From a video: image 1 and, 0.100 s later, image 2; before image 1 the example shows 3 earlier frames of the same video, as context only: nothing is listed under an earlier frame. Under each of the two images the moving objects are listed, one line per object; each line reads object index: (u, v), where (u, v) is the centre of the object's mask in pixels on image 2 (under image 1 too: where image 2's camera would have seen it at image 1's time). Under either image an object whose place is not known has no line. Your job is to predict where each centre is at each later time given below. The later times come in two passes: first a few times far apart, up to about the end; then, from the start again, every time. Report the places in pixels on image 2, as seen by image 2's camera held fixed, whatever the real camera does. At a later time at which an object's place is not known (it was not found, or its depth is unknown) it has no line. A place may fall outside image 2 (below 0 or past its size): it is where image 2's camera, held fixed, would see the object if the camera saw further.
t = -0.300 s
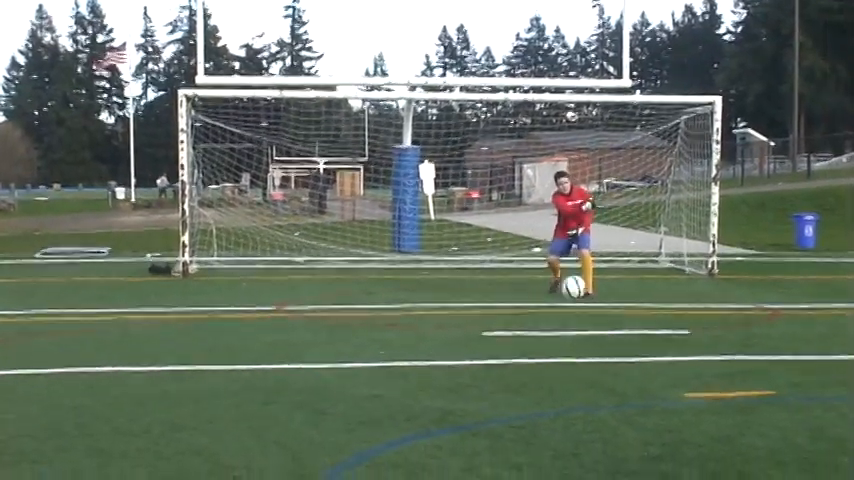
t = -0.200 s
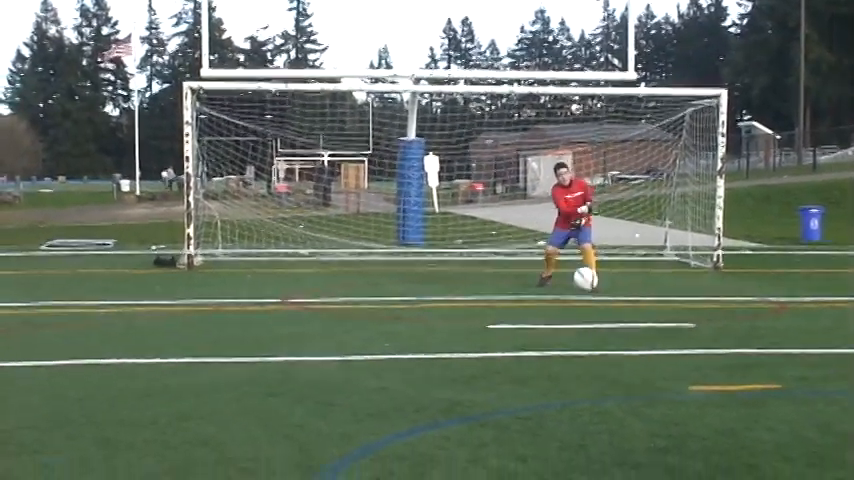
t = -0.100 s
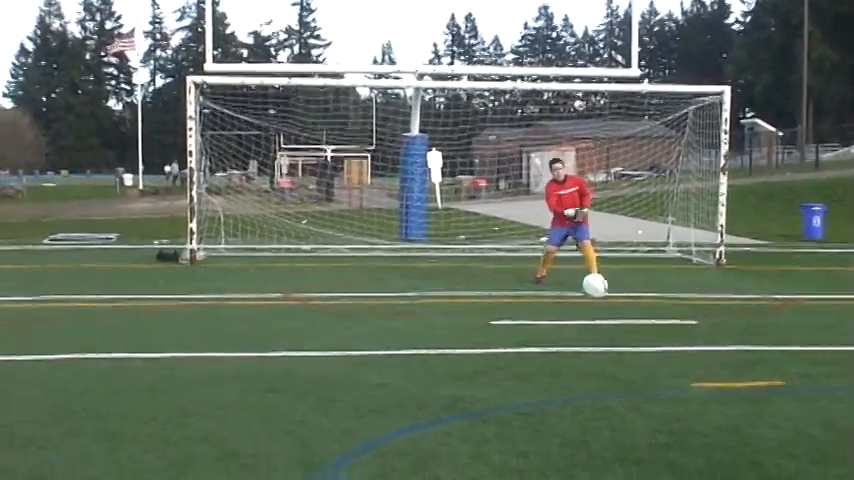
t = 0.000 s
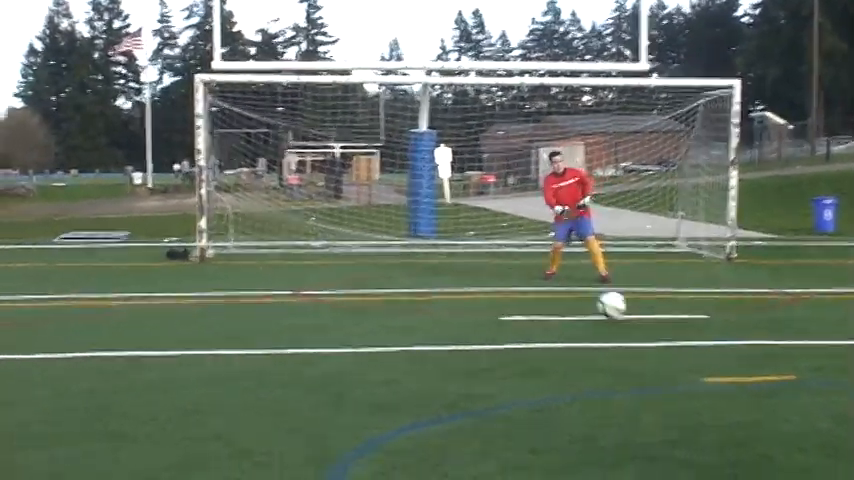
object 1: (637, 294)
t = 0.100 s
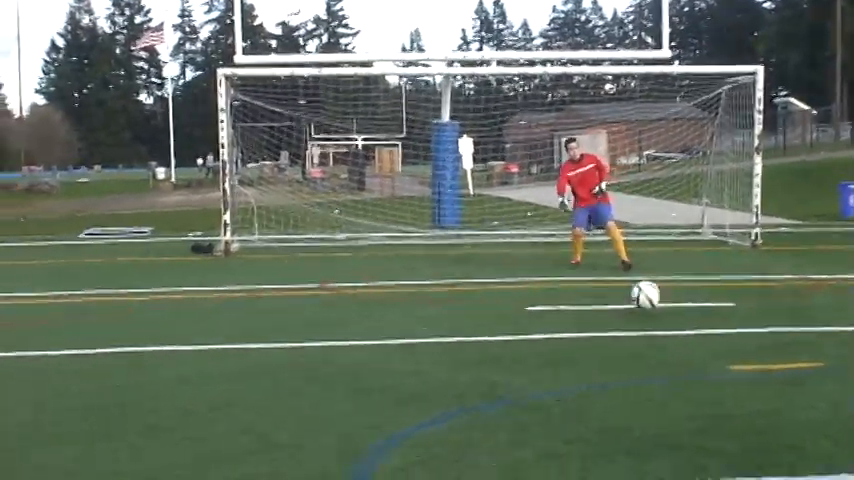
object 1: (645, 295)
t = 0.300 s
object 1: (664, 308)
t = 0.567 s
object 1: (694, 339)
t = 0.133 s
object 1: (648, 293)
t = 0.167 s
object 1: (652, 293)
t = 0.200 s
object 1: (654, 294)
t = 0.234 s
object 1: (658, 297)
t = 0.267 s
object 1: (661, 301)
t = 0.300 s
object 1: (664, 308)
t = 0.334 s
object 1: (668, 316)
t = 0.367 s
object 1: (672, 326)
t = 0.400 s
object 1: (676, 329)
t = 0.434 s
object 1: (680, 328)
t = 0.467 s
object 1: (682, 328)
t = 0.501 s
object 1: (687, 330)
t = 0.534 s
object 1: (690, 334)
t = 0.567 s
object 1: (694, 339)
